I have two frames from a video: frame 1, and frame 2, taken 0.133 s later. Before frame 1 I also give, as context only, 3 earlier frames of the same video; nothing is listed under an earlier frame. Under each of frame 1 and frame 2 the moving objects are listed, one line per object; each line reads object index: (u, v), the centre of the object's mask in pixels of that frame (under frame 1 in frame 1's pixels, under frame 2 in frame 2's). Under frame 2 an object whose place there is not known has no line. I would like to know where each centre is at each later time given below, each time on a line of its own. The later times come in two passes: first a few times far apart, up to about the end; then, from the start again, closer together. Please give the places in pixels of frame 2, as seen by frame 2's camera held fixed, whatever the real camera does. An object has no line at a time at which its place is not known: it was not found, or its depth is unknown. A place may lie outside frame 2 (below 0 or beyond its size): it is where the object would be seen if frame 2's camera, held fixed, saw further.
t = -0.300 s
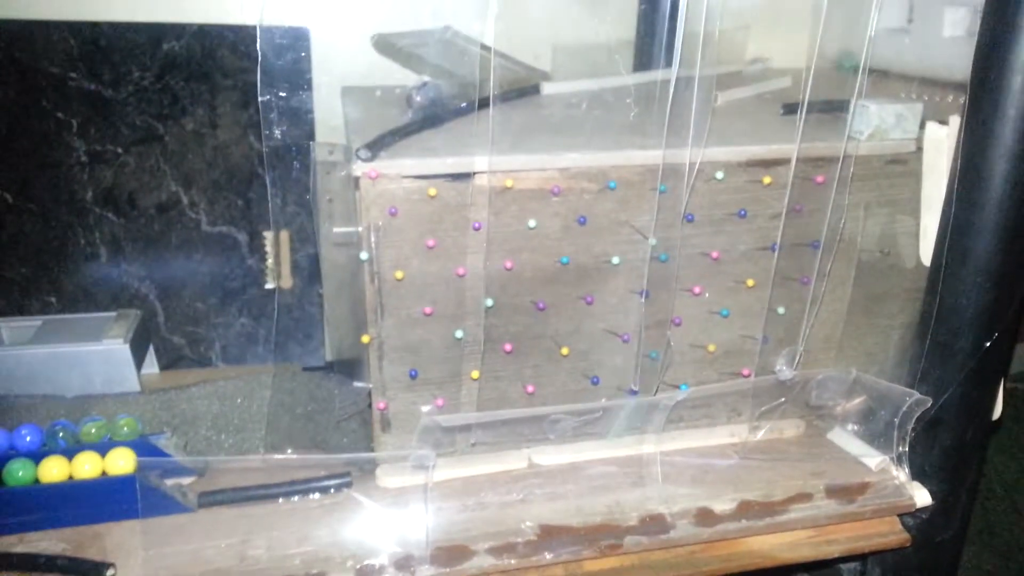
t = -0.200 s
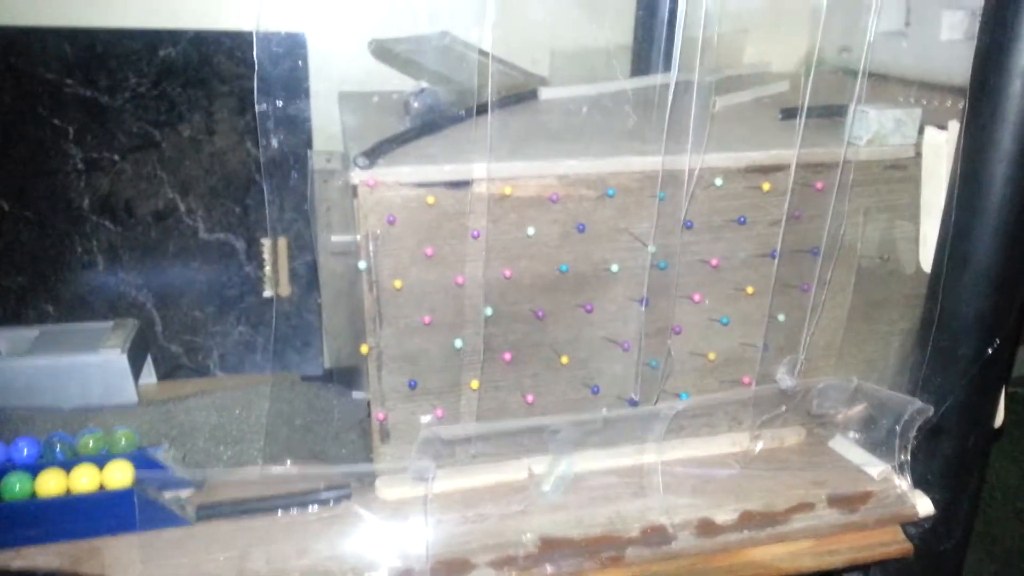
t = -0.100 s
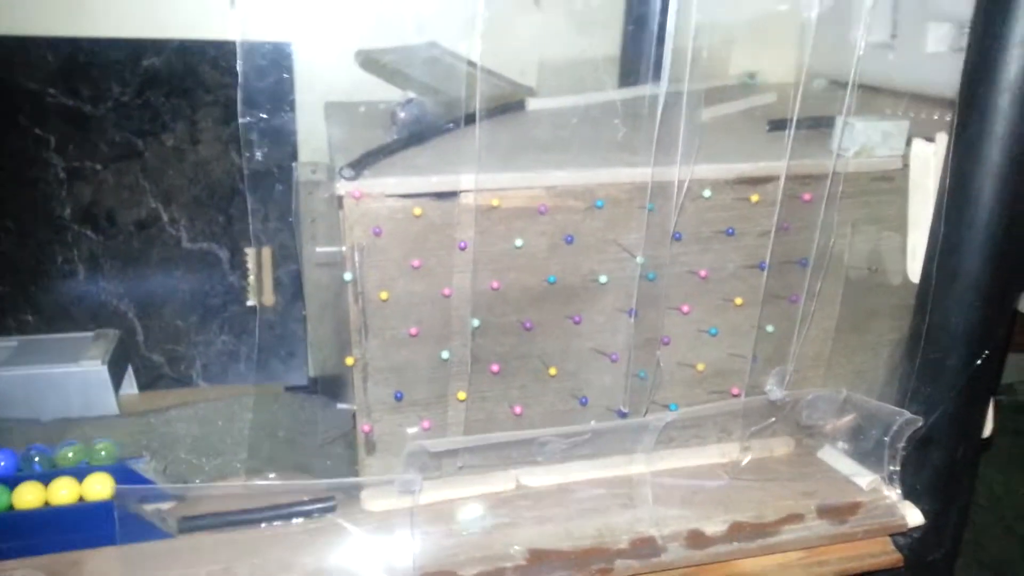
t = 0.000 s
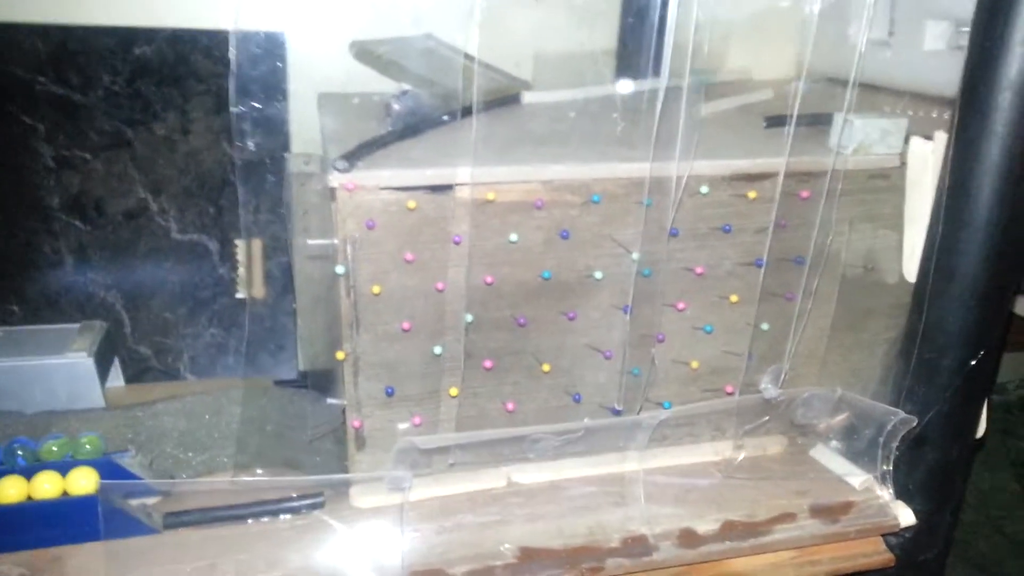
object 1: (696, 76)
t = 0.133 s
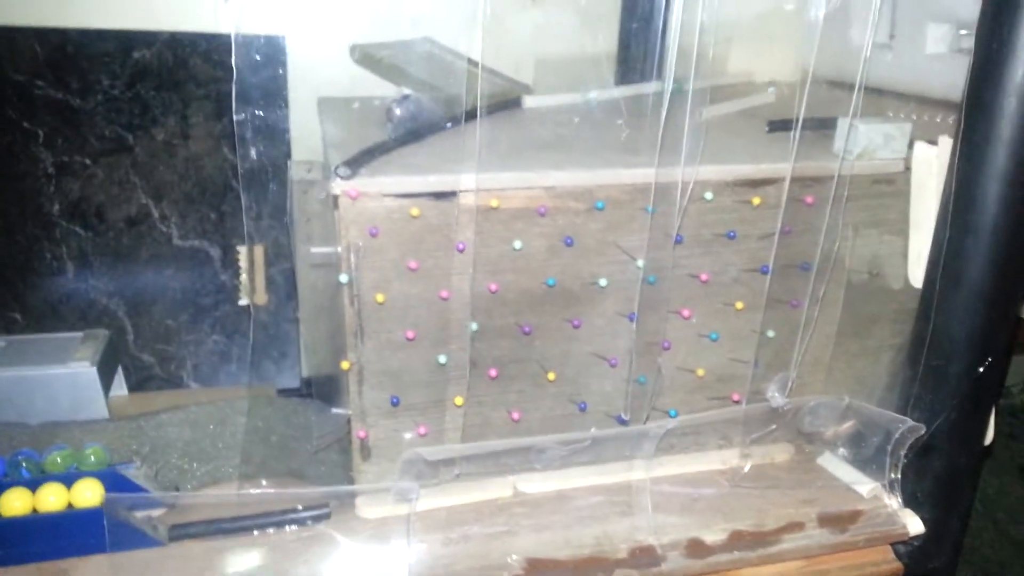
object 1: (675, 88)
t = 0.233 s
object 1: (654, 92)
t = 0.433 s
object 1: (608, 95)
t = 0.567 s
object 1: (569, 101)
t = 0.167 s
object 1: (663, 90)
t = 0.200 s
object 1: (659, 91)
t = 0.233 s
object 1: (654, 92)
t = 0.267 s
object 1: (647, 92)
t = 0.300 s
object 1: (641, 92)
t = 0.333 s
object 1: (633, 93)
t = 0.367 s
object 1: (625, 94)
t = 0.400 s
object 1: (616, 95)
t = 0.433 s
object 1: (608, 95)
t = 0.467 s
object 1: (599, 97)
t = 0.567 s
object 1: (569, 101)
